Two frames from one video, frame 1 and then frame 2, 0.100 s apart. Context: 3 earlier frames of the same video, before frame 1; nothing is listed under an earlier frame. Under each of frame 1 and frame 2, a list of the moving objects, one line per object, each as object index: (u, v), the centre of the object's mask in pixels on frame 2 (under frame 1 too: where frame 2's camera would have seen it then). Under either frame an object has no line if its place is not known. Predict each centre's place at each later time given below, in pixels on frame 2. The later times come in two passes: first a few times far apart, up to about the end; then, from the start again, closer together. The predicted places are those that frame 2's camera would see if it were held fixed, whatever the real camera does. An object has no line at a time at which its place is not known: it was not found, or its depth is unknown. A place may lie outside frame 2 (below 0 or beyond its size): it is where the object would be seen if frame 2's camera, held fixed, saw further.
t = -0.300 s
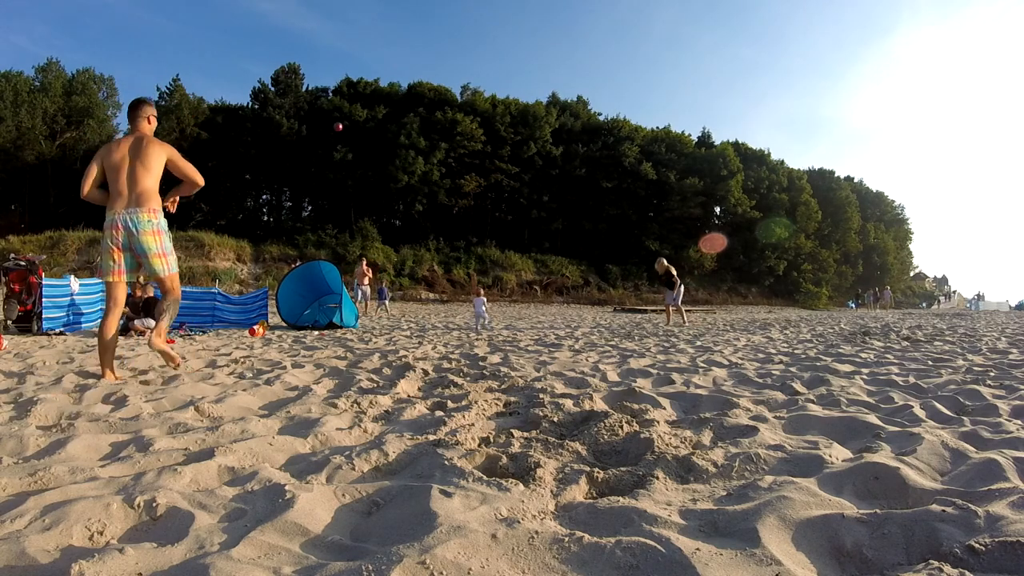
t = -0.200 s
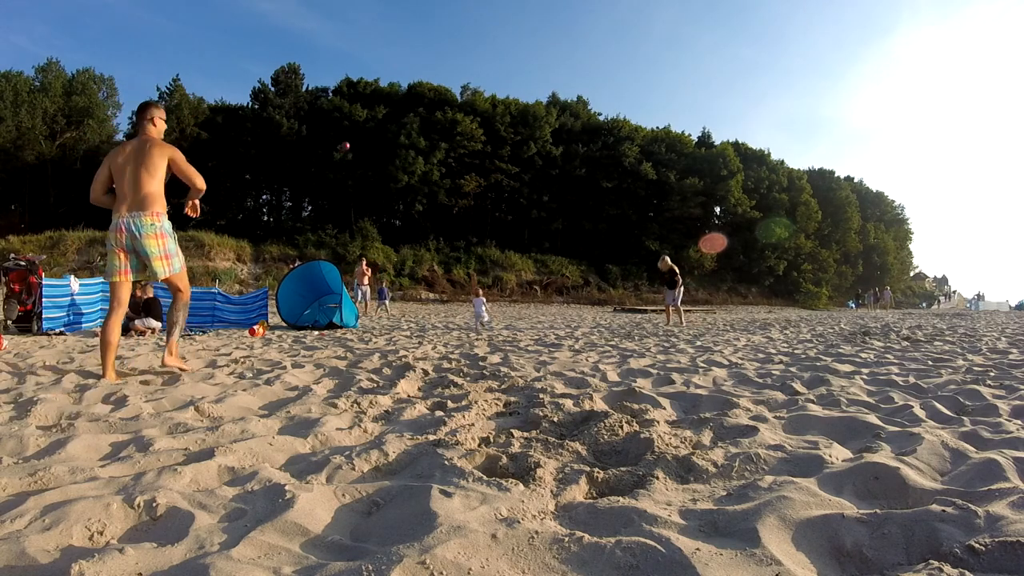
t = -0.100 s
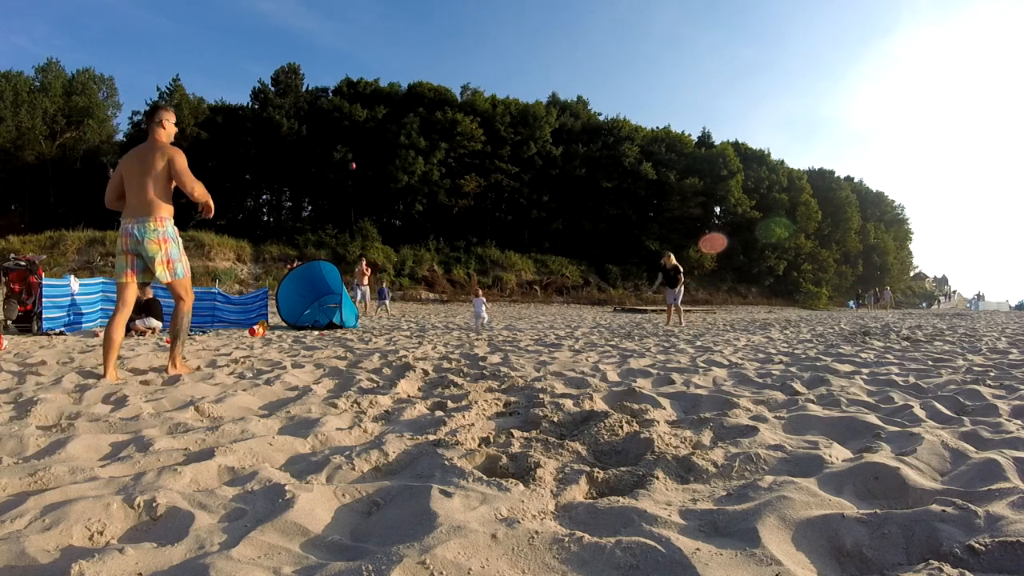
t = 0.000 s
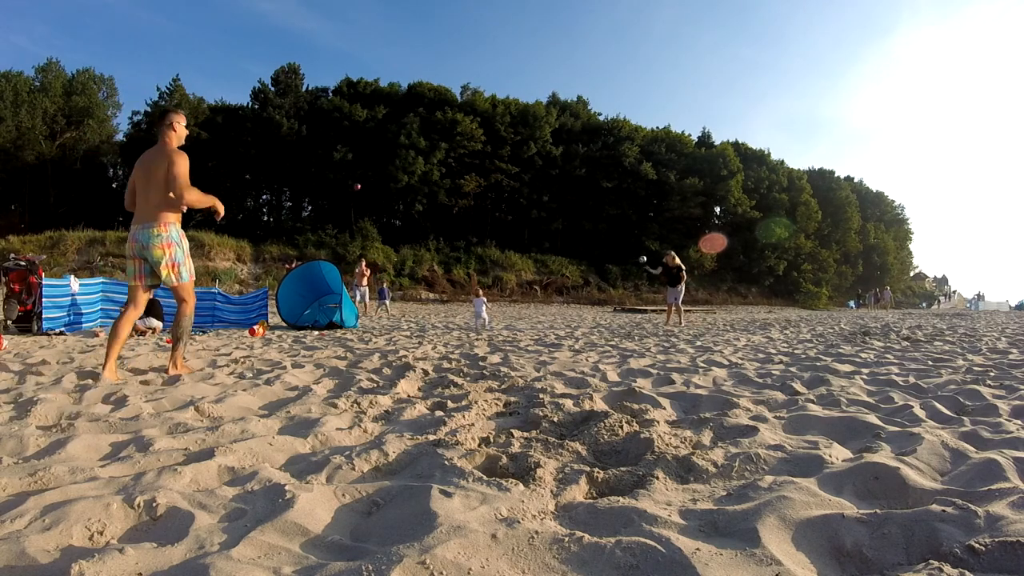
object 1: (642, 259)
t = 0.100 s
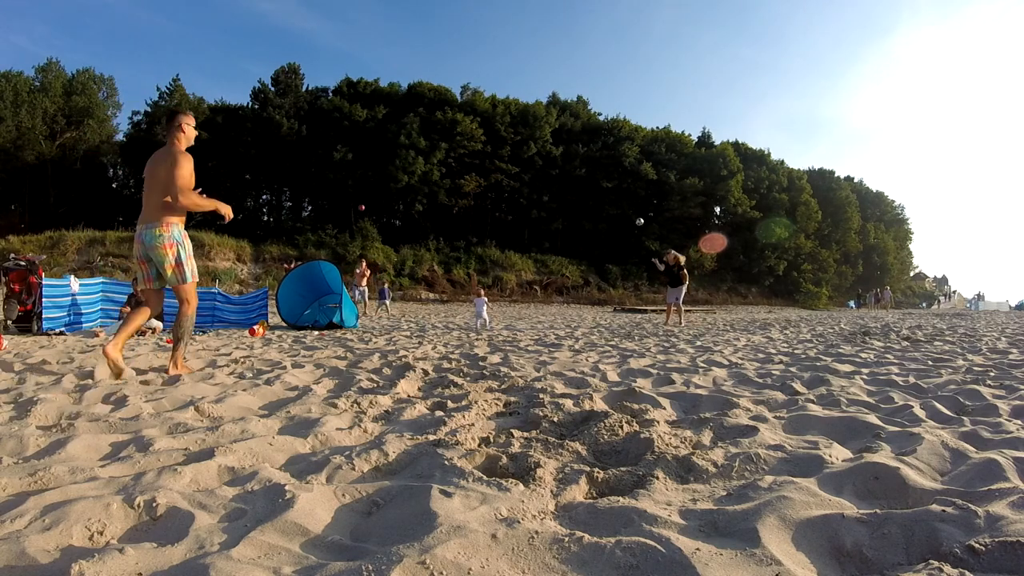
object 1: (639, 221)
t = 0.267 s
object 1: (633, 164)
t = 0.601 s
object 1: (616, 74)
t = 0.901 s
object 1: (597, 35)
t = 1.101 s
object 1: (583, 44)
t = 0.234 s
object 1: (635, 175)
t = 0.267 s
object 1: (633, 164)
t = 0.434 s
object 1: (625, 114)
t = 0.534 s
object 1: (620, 88)
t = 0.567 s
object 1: (618, 81)
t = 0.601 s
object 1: (616, 74)
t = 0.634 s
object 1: (614, 67)
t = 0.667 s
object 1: (612, 61)
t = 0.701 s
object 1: (610, 56)
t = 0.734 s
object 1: (608, 51)
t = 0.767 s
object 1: (606, 47)
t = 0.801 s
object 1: (604, 43)
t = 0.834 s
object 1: (602, 39)
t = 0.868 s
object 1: (600, 37)
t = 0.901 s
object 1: (597, 35)
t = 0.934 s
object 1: (595, 34)
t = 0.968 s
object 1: (593, 34)
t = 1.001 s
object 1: (590, 35)
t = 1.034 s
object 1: (588, 37)
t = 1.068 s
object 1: (585, 40)
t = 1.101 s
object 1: (583, 44)
